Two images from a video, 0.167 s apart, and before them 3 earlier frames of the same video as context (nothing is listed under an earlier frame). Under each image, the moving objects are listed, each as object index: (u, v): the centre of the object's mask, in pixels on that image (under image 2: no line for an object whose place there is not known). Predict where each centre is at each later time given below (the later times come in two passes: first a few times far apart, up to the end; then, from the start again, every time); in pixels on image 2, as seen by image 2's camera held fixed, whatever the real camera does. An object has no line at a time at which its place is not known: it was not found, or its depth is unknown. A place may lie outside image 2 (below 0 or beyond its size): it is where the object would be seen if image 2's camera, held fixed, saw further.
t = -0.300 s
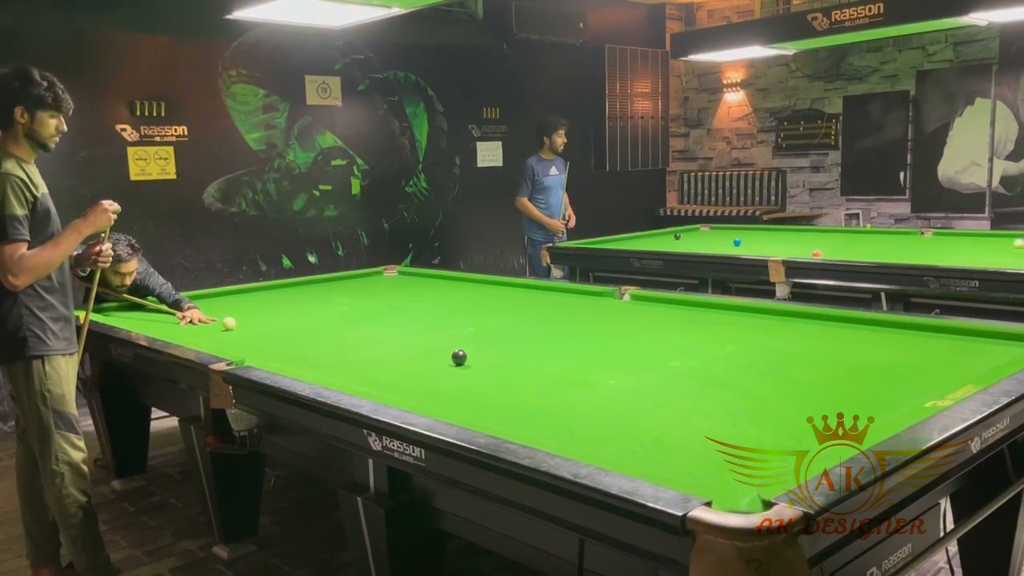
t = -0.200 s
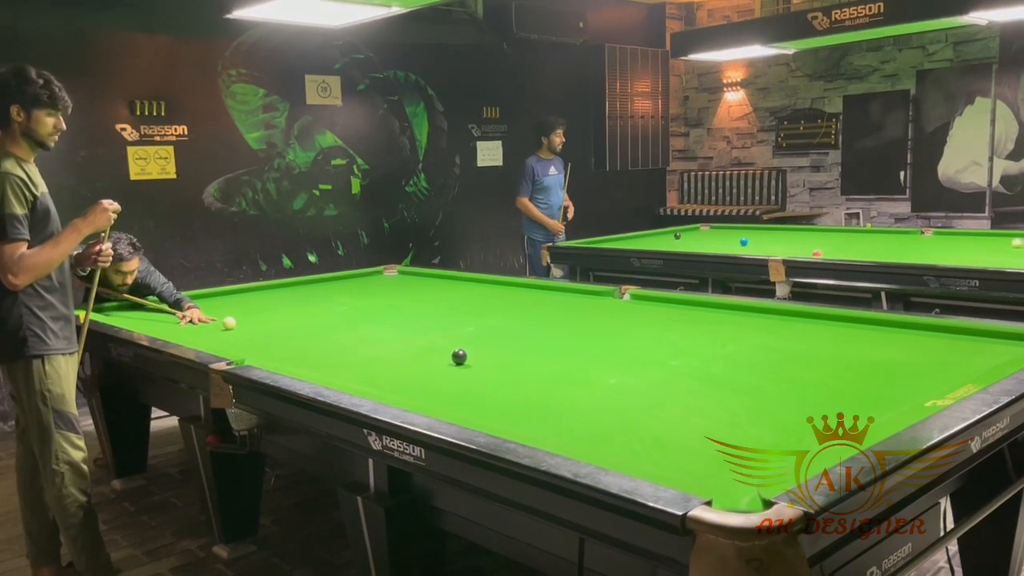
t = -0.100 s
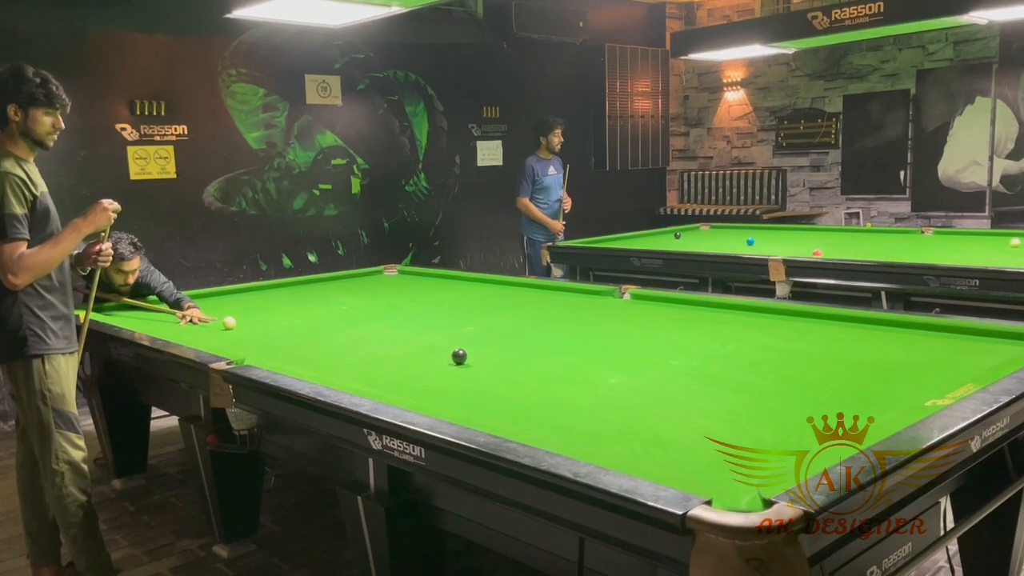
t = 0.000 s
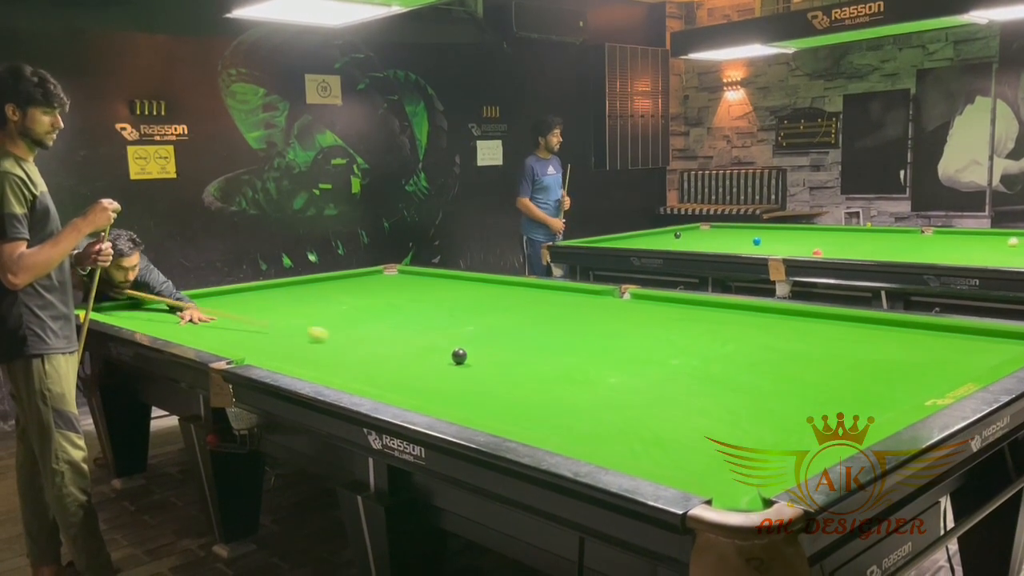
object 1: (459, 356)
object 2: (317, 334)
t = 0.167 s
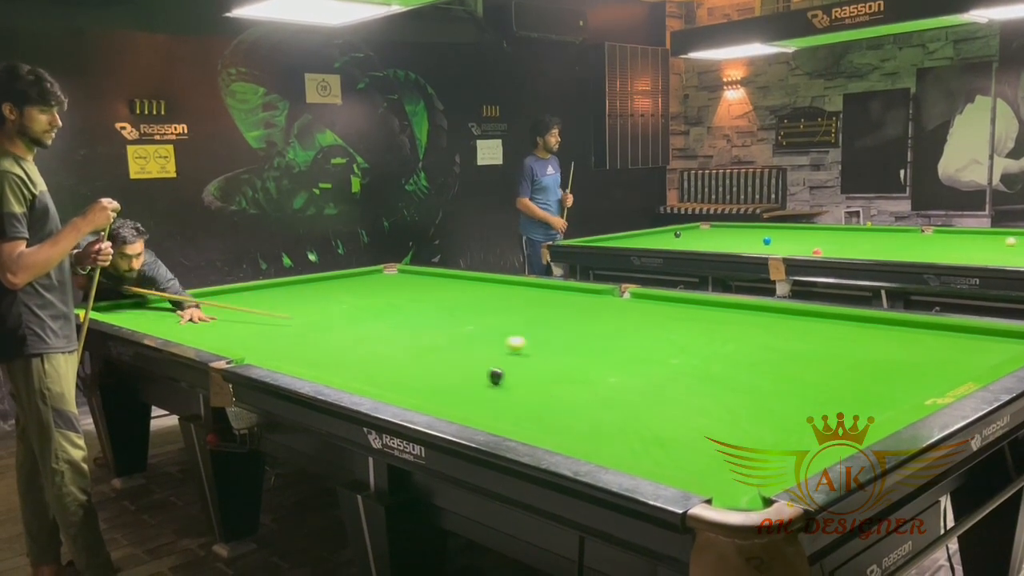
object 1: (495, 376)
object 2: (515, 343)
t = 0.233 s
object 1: (542, 403)
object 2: (575, 339)
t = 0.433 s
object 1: (723, 449)
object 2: (728, 327)
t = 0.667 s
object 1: (580, 378)
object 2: (843, 320)
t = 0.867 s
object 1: (518, 342)
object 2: (818, 333)
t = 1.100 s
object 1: (474, 316)
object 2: (793, 348)
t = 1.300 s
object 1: (445, 300)
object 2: (768, 363)
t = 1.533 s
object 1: (419, 285)
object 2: (735, 383)
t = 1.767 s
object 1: (399, 274)
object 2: (698, 405)
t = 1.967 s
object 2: (661, 426)
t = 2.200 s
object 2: (614, 449)
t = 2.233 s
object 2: (618, 450)
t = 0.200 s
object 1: (518, 389)
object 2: (546, 342)
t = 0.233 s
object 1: (542, 403)
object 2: (575, 339)
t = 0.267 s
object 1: (570, 420)
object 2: (602, 337)
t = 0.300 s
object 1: (602, 439)
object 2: (629, 334)
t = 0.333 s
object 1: (639, 455)
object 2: (655, 332)
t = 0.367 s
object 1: (688, 467)
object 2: (680, 330)
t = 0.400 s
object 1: (746, 474)
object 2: (704, 328)
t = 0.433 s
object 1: (723, 449)
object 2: (728, 327)
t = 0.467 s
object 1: (695, 431)
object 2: (751, 324)
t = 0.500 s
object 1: (670, 420)
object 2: (773, 323)
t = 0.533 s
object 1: (648, 414)
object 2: (795, 321)
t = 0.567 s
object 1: (627, 404)
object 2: (816, 319)
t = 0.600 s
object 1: (610, 392)
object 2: (837, 317)
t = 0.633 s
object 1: (595, 384)
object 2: (849, 317)
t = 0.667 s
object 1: (580, 378)
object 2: (843, 320)
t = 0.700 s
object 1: (568, 370)
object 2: (838, 322)
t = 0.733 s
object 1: (556, 364)
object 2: (834, 324)
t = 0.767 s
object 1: (545, 357)
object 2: (829, 327)
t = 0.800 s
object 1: (535, 352)
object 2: (825, 329)
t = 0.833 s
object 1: (526, 346)
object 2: (821, 331)
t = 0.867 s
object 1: (518, 342)
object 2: (818, 333)
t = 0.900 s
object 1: (511, 337)
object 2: (814, 335)
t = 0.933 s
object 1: (503, 333)
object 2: (811, 337)
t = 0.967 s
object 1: (497, 330)
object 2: (808, 340)
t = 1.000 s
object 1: (491, 326)
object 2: (804, 342)
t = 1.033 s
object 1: (485, 323)
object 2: (800, 344)
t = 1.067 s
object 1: (479, 319)
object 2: (797, 346)
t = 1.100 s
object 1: (474, 316)
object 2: (793, 348)
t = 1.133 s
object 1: (468, 313)
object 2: (789, 351)
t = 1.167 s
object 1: (463, 310)
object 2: (785, 353)
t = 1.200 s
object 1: (459, 308)
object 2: (781, 356)
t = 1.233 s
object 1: (454, 305)
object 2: (776, 358)
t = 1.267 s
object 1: (450, 302)
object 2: (772, 361)
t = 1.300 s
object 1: (445, 300)
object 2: (768, 363)
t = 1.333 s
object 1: (441, 298)
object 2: (764, 366)
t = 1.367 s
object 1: (437, 295)
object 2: (759, 368)
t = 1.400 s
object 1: (433, 293)
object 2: (755, 371)
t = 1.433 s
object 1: (430, 291)
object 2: (750, 374)
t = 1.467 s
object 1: (426, 289)
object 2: (745, 377)
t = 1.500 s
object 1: (423, 287)
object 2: (740, 380)
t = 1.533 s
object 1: (419, 285)
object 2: (735, 383)
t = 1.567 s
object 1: (416, 283)
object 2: (730, 385)
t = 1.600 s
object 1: (413, 282)
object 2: (725, 389)
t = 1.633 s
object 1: (410, 280)
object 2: (720, 392)
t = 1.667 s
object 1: (407, 278)
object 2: (714, 395)
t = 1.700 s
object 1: (404, 276)
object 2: (709, 398)
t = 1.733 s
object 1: (402, 275)
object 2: (704, 401)
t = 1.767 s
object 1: (399, 274)
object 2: (698, 405)
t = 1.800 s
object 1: (396, 273)
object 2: (692, 408)
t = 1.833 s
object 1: (393, 271)
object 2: (686, 411)
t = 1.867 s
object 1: (392, 270)
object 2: (680, 415)
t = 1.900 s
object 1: (390, 269)
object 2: (674, 419)
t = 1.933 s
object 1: (389, 269)
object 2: (668, 423)
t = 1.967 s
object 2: (661, 426)
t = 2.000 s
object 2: (655, 430)
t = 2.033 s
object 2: (648, 434)
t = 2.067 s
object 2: (641, 438)
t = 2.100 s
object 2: (634, 442)
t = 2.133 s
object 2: (627, 446)
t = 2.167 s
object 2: (620, 448)
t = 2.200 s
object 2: (614, 449)
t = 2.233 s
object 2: (618, 450)
